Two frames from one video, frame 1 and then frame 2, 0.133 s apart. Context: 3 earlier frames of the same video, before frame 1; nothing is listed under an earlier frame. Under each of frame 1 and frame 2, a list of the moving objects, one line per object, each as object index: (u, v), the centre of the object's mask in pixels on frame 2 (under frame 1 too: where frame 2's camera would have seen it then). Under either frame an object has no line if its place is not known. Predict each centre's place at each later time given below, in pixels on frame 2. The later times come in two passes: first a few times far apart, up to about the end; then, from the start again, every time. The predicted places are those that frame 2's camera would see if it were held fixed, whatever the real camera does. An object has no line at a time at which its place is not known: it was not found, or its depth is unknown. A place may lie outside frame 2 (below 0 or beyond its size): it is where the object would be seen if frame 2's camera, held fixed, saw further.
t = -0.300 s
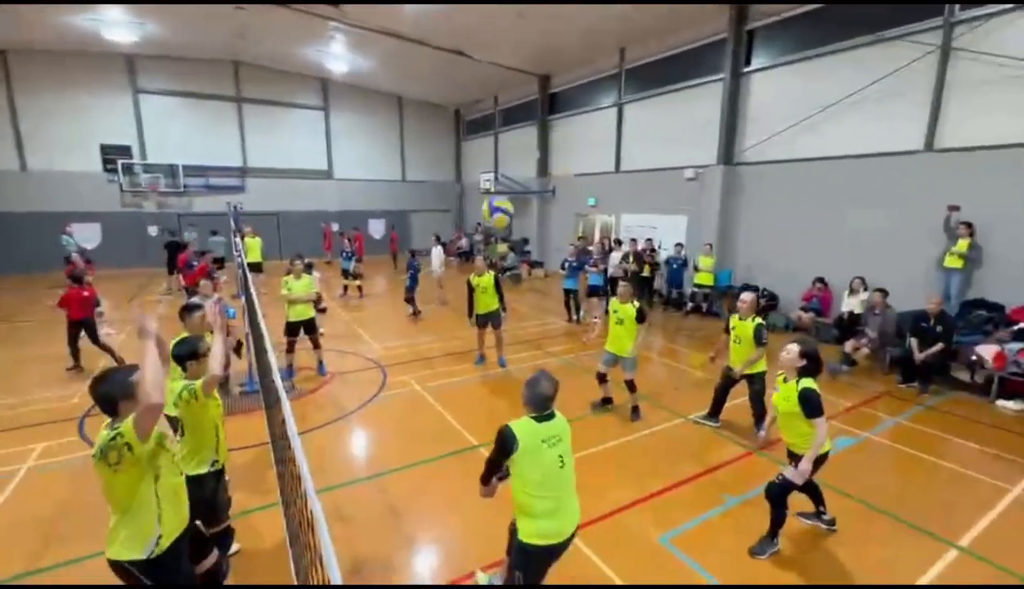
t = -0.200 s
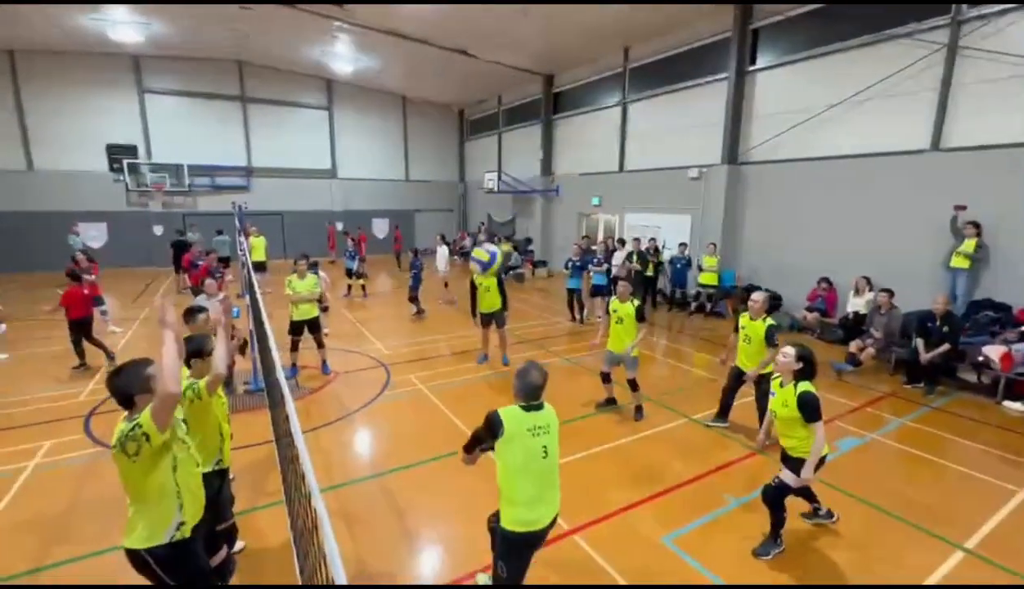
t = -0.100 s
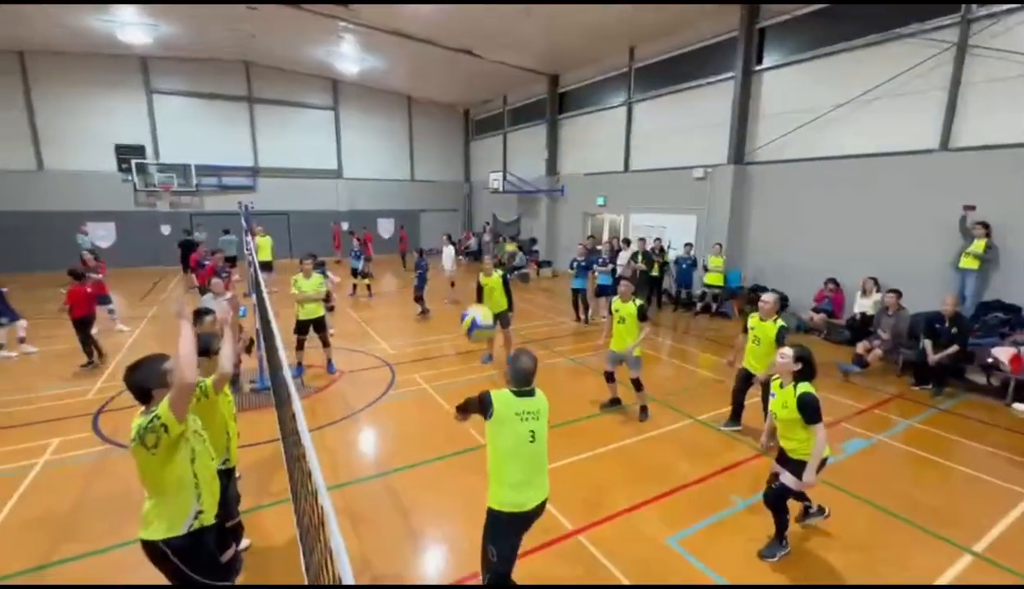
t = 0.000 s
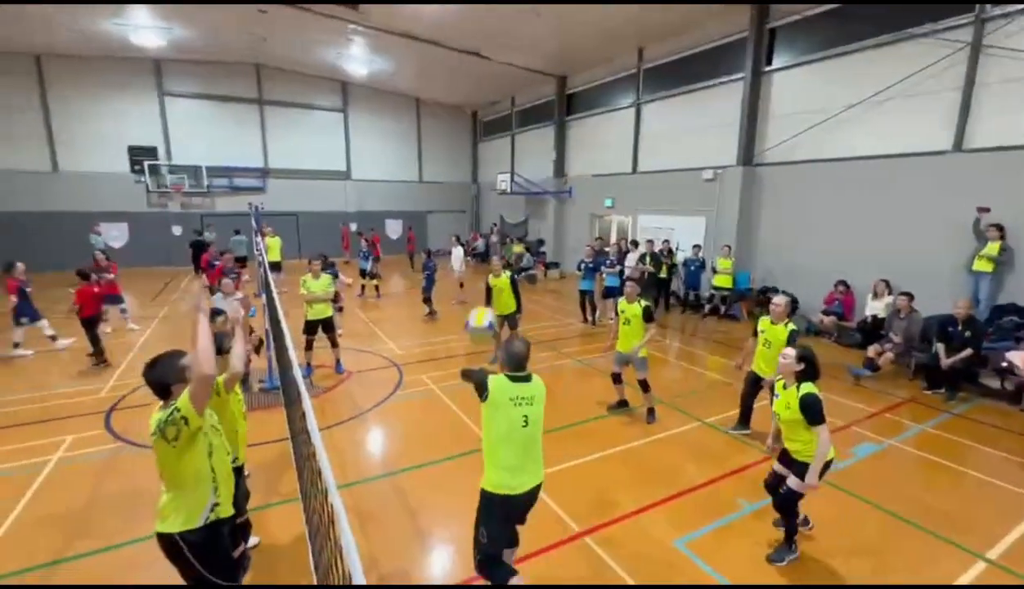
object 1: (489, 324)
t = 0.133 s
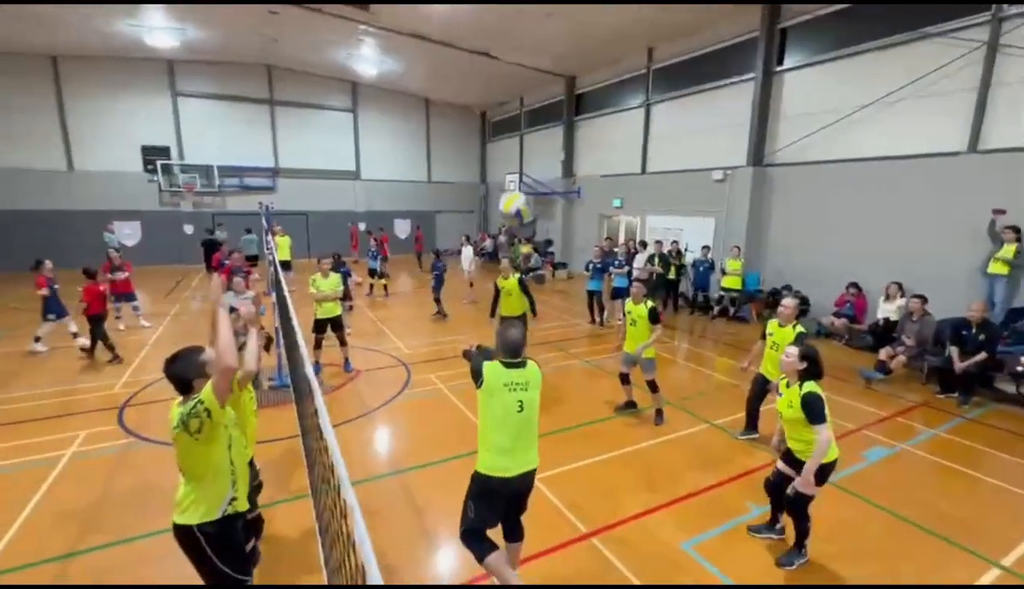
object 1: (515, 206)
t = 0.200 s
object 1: (526, 162)
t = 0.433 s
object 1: (568, 61)
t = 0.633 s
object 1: (595, 41)
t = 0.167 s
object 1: (520, 182)
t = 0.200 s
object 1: (526, 162)
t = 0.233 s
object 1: (531, 142)
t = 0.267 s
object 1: (537, 124)
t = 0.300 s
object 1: (543, 108)
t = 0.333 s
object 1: (549, 94)
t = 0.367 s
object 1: (556, 81)
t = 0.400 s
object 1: (562, 71)
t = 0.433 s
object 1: (568, 61)
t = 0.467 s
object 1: (573, 54)
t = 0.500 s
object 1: (580, 47)
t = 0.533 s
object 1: (584, 44)
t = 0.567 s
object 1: (587, 41)
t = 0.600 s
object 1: (591, 41)
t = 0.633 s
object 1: (595, 41)
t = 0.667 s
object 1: (599, 43)
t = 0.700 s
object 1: (602, 46)
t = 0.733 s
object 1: (605, 50)
